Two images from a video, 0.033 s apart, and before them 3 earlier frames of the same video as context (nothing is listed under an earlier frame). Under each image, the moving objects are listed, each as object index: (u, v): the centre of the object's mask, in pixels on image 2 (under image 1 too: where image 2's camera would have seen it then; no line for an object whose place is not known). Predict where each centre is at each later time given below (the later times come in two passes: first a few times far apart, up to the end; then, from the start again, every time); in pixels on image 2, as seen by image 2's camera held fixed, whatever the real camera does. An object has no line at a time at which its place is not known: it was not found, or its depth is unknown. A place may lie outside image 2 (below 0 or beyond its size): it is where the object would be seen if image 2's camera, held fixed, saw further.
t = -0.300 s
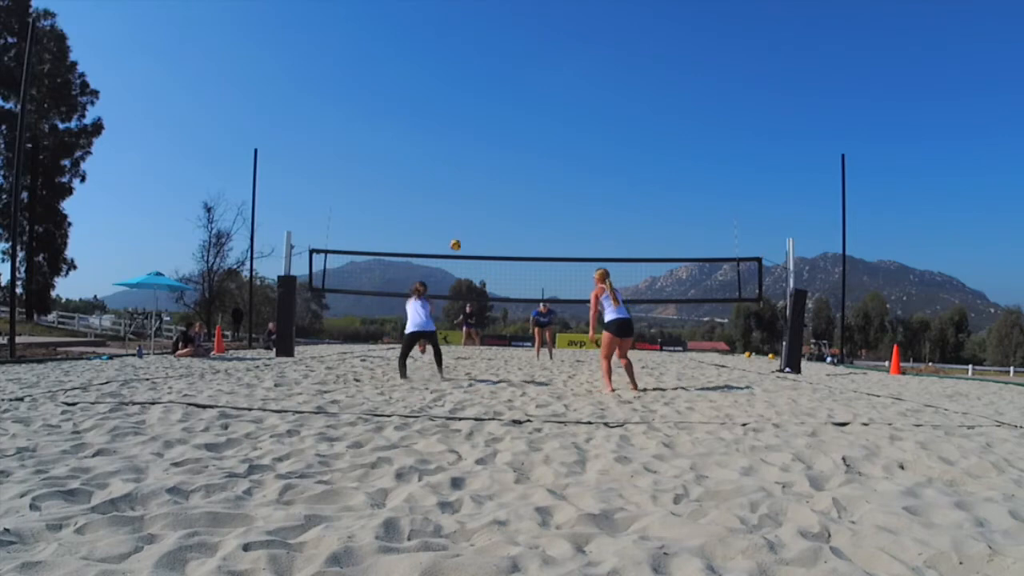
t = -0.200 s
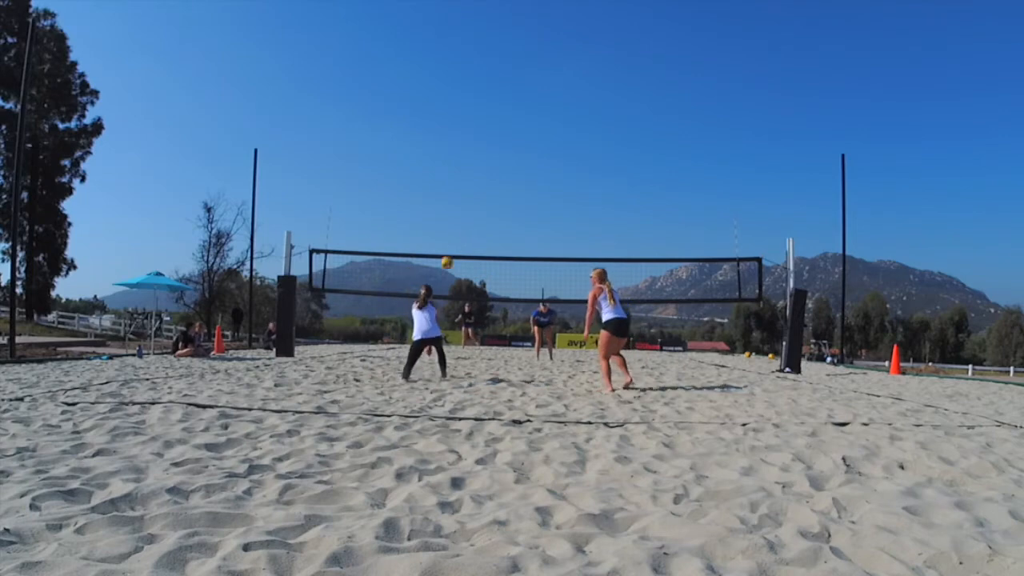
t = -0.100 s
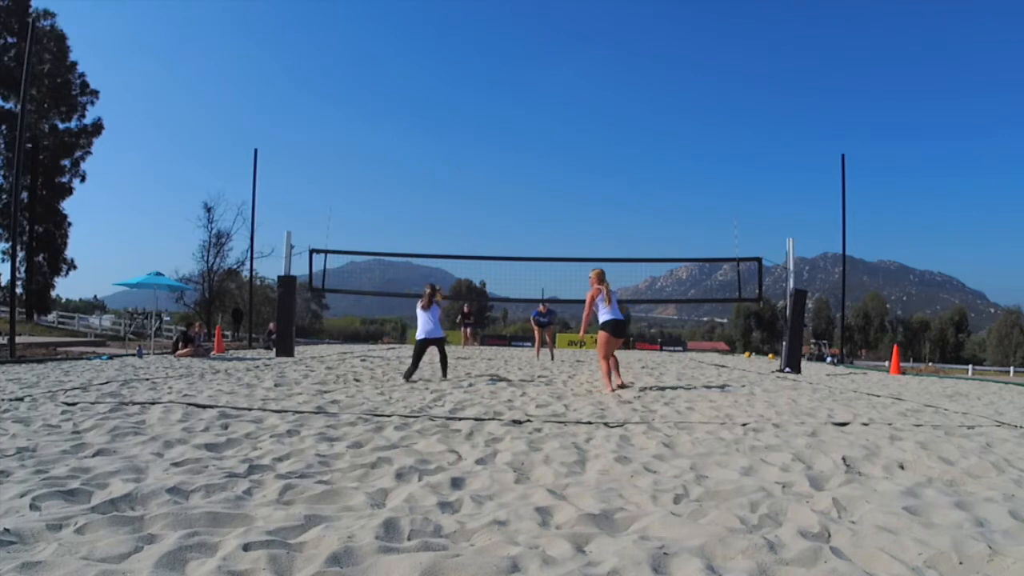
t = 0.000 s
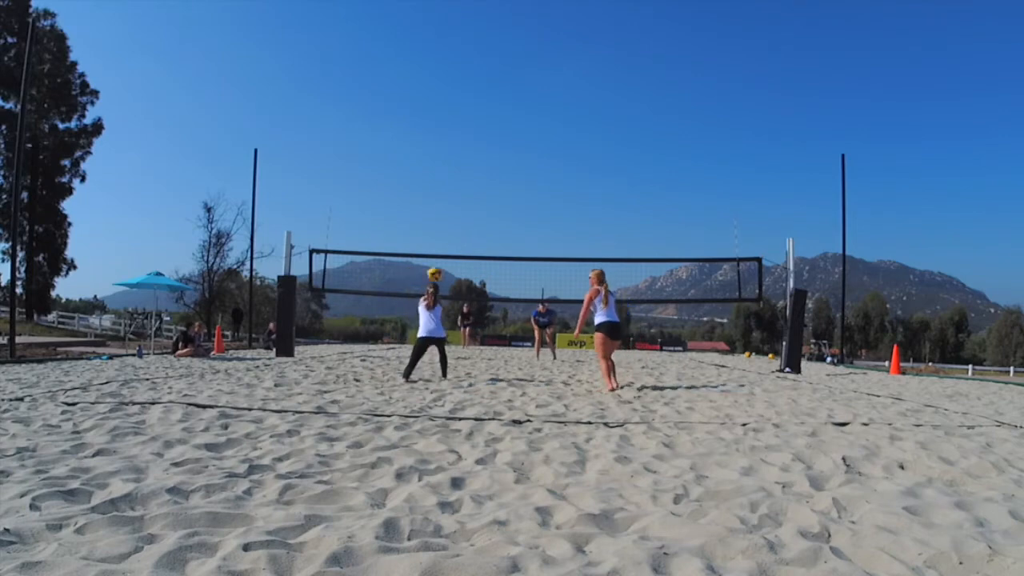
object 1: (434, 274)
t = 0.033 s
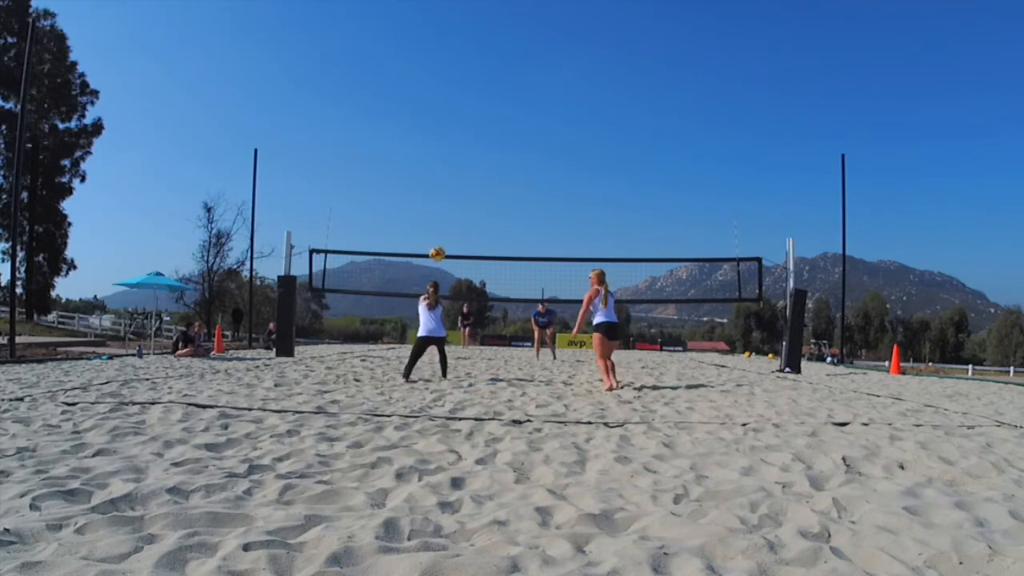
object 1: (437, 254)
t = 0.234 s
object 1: (450, 155)
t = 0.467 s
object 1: (463, 83)
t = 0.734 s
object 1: (475, 45)
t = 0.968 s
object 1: (483, 45)
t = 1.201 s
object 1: (490, 73)
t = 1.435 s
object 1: (495, 127)
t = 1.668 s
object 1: (499, 207)
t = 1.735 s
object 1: (501, 234)
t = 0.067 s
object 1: (440, 235)
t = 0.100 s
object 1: (442, 216)
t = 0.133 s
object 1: (444, 199)
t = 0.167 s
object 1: (446, 184)
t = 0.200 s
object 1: (448, 169)
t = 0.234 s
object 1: (450, 155)
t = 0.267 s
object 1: (452, 142)
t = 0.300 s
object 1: (454, 130)
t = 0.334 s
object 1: (456, 119)
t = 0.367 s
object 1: (459, 109)
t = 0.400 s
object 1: (460, 99)
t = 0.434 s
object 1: (462, 91)
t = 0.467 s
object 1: (463, 83)
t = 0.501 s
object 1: (465, 76)
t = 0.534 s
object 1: (467, 70)
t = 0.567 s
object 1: (468, 64)
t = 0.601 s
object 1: (469, 59)
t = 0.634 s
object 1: (471, 55)
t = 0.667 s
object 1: (472, 51)
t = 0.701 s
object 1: (473, 48)
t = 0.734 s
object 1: (475, 45)
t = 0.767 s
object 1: (476, 44)
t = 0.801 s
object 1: (477, 42)
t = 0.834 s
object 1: (478, 42)
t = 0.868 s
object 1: (479, 42)
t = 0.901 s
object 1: (481, 43)
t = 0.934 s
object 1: (482, 43)
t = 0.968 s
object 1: (483, 45)
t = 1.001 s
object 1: (484, 48)
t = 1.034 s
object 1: (485, 51)
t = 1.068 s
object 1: (486, 54)
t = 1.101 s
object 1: (487, 58)
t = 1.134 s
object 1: (488, 63)
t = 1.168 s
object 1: (488, 68)
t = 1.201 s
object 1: (490, 73)
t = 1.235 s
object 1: (490, 79)
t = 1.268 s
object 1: (491, 86)
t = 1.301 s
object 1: (492, 93)
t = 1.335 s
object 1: (493, 101)
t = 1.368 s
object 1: (494, 109)
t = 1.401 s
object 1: (494, 118)
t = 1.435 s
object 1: (495, 127)
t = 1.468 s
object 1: (496, 137)
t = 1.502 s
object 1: (497, 147)
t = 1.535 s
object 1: (497, 159)
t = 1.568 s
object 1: (498, 170)
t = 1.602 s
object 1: (498, 182)
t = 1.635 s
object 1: (499, 194)
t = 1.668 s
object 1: (499, 207)
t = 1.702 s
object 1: (500, 220)
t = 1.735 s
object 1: (501, 234)
